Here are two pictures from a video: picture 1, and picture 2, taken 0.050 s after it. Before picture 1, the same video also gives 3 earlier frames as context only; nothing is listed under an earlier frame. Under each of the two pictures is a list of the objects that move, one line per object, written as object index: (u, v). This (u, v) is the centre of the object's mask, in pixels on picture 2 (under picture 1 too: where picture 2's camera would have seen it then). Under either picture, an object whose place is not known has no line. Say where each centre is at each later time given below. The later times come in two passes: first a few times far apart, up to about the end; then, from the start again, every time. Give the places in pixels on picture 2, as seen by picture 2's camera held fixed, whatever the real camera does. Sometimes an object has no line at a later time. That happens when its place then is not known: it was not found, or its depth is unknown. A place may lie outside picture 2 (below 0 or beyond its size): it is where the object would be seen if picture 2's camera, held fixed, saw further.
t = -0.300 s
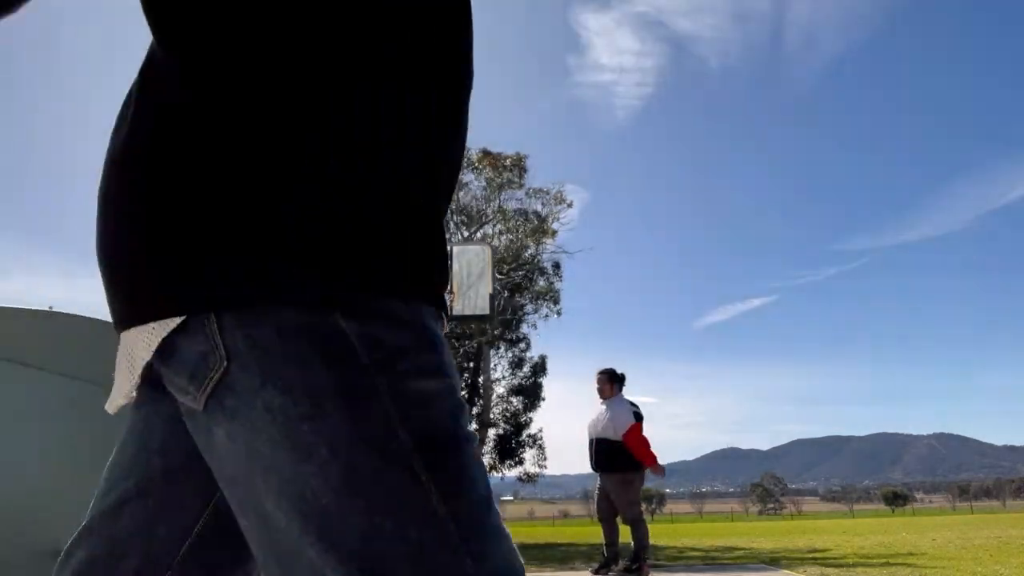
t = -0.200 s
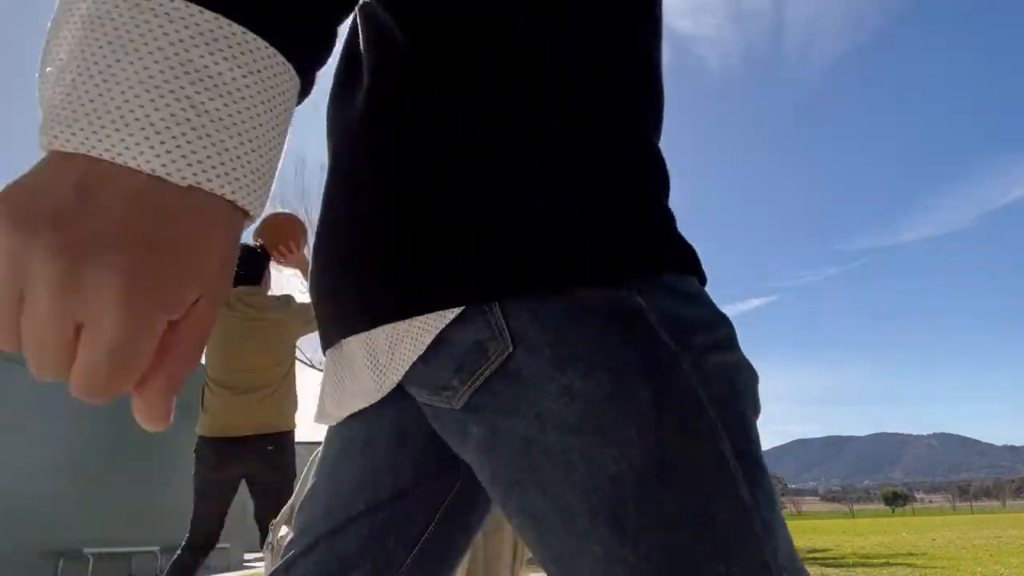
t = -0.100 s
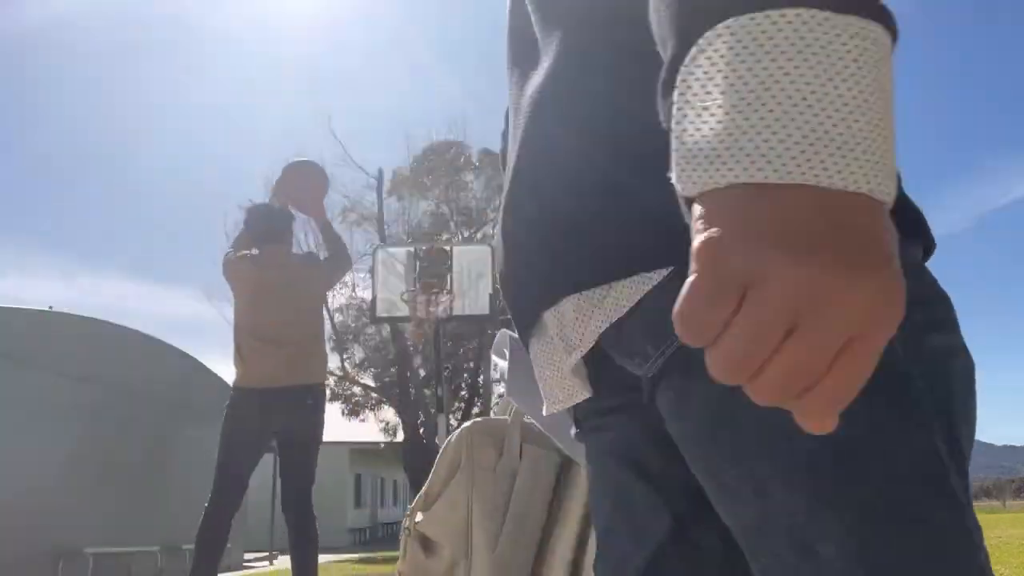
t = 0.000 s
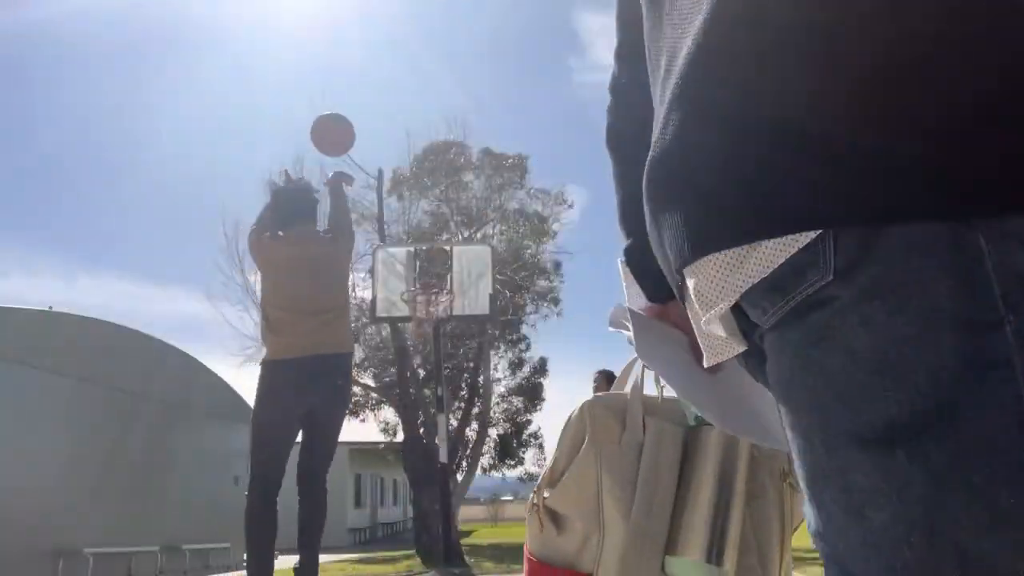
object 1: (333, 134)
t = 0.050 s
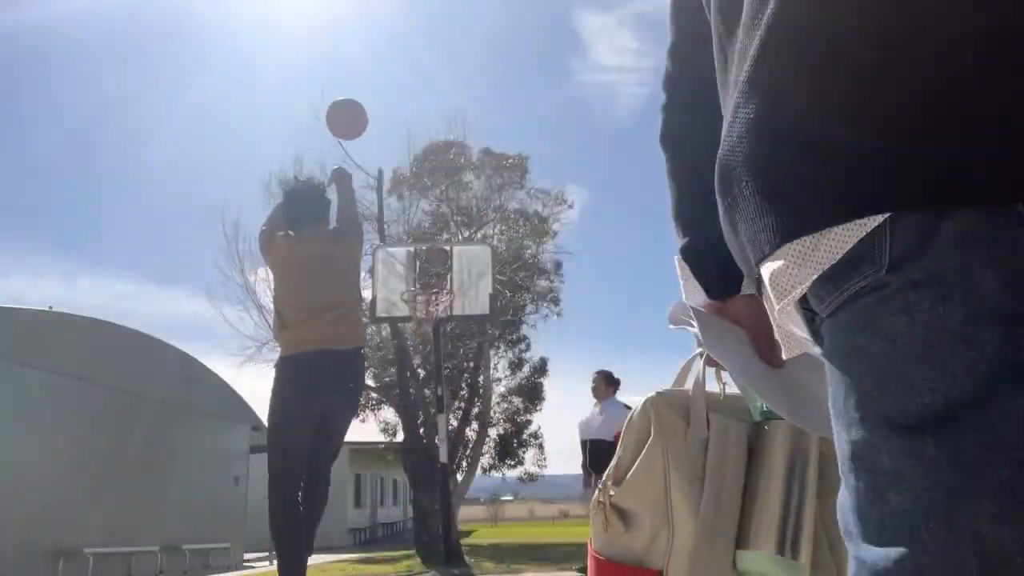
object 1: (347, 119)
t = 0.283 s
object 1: (392, 105)
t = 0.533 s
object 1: (421, 155)
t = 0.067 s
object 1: (351, 115)
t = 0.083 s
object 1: (355, 112)
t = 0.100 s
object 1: (359, 109)
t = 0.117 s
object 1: (362, 106)
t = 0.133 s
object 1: (365, 105)
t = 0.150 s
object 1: (369, 103)
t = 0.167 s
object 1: (372, 103)
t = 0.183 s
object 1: (376, 102)
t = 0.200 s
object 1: (379, 102)
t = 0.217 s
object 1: (382, 102)
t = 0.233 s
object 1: (384, 102)
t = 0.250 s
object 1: (387, 103)
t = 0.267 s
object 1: (389, 104)
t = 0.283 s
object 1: (392, 105)
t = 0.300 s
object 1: (394, 107)
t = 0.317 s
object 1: (396, 109)
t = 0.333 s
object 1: (399, 111)
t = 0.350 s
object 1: (401, 113)
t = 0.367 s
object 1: (403, 116)
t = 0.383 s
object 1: (405, 119)
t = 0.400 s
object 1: (407, 122)
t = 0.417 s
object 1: (409, 125)
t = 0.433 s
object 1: (410, 129)
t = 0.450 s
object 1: (412, 133)
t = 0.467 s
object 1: (414, 137)
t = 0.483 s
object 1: (416, 141)
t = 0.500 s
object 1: (418, 146)
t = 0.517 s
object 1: (419, 150)
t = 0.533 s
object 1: (421, 155)
